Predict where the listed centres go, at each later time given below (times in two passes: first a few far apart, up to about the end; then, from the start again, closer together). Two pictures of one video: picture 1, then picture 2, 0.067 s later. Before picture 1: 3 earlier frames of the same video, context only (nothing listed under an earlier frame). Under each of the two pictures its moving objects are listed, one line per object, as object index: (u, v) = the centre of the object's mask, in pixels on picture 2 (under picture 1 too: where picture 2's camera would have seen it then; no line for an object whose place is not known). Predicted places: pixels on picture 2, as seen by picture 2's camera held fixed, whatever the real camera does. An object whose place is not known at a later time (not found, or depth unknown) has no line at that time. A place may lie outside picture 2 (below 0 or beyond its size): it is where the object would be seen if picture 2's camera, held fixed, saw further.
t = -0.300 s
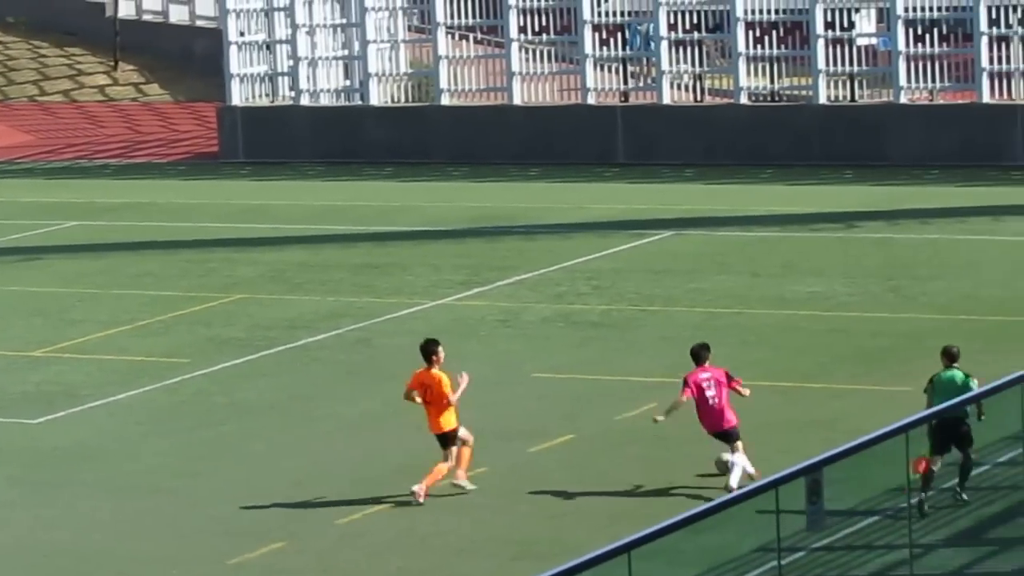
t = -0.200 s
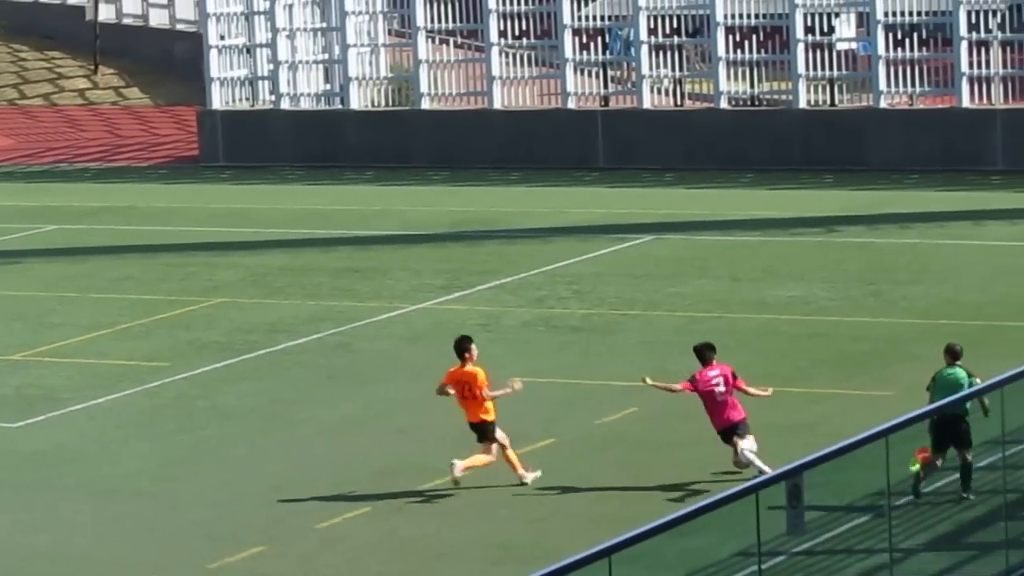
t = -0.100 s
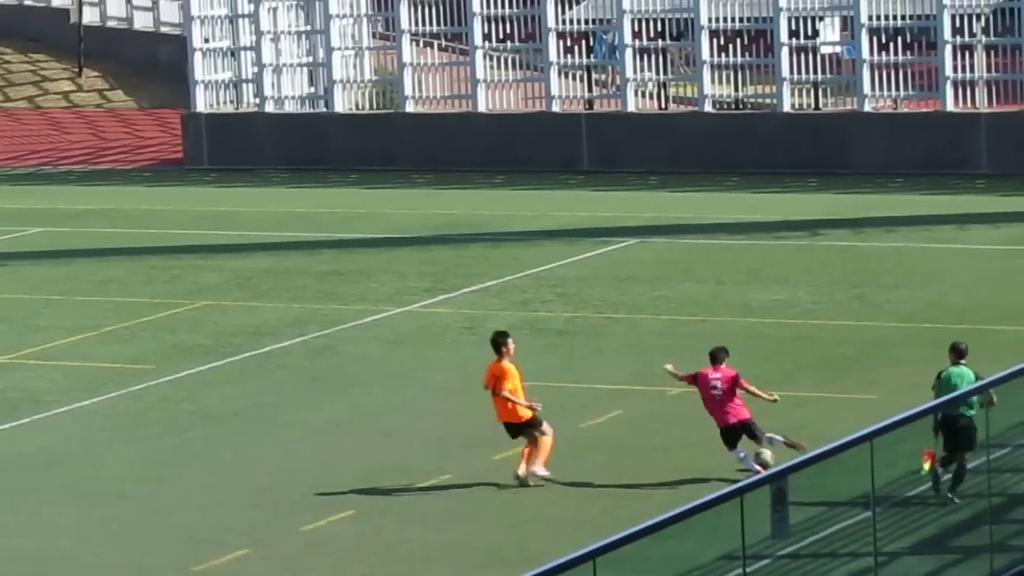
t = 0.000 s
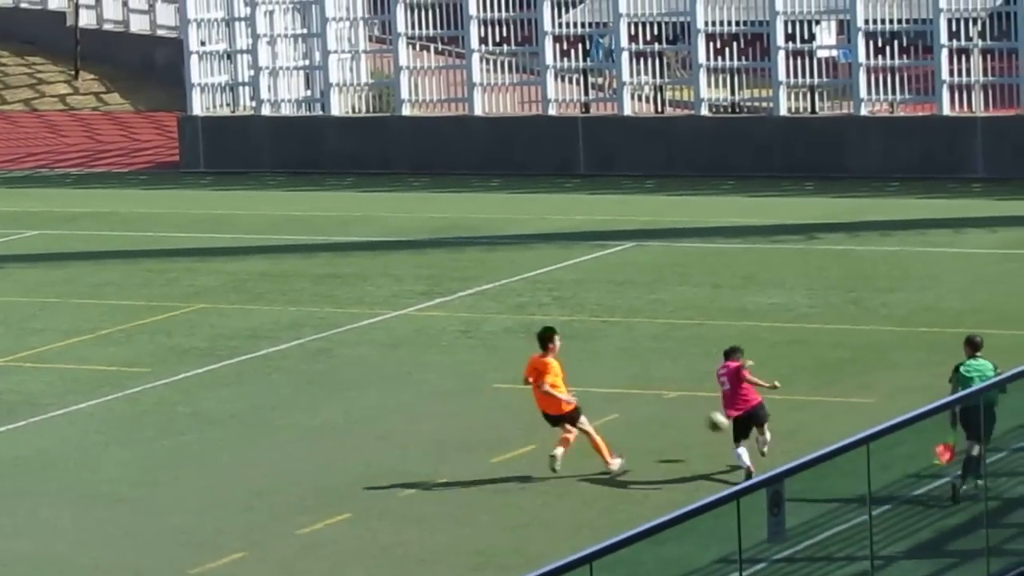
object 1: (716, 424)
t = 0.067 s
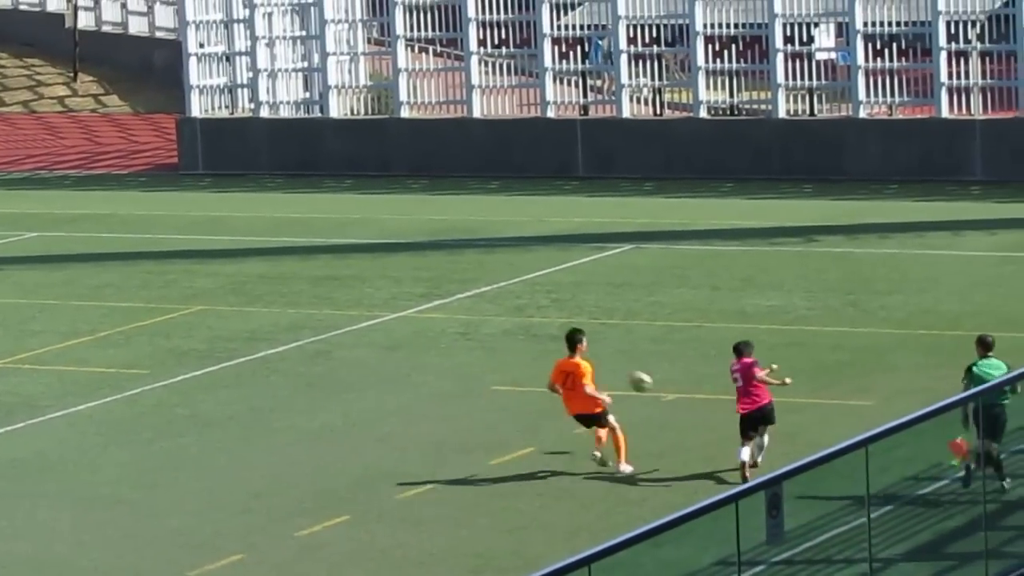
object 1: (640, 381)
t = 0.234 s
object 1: (470, 293)
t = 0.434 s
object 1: (292, 219)
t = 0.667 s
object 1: (113, 166)
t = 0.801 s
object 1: (18, 151)
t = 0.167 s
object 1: (537, 326)
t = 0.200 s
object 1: (502, 309)
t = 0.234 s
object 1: (470, 293)
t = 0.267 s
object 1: (439, 279)
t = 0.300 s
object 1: (409, 265)
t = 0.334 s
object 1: (379, 253)
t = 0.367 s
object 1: (349, 240)
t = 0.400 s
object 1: (320, 230)
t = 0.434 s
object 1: (292, 219)
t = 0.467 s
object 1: (265, 210)
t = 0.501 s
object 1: (238, 201)
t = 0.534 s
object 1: (212, 193)
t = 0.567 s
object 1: (187, 185)
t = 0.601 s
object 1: (162, 178)
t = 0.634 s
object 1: (138, 172)
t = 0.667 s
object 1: (113, 166)
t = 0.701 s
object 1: (89, 161)
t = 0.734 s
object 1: (66, 157)
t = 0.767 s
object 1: (42, 156)
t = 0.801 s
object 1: (18, 151)
